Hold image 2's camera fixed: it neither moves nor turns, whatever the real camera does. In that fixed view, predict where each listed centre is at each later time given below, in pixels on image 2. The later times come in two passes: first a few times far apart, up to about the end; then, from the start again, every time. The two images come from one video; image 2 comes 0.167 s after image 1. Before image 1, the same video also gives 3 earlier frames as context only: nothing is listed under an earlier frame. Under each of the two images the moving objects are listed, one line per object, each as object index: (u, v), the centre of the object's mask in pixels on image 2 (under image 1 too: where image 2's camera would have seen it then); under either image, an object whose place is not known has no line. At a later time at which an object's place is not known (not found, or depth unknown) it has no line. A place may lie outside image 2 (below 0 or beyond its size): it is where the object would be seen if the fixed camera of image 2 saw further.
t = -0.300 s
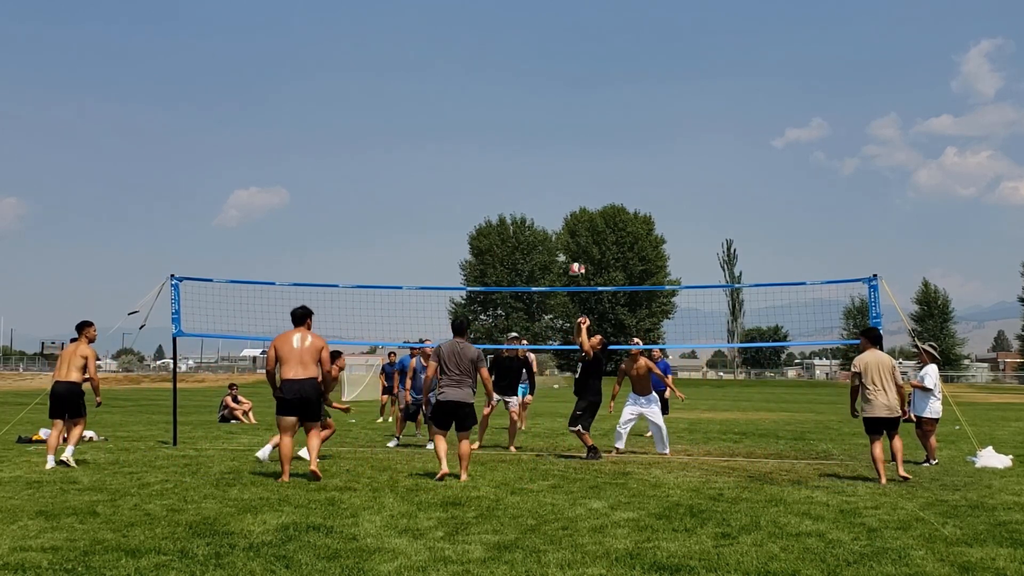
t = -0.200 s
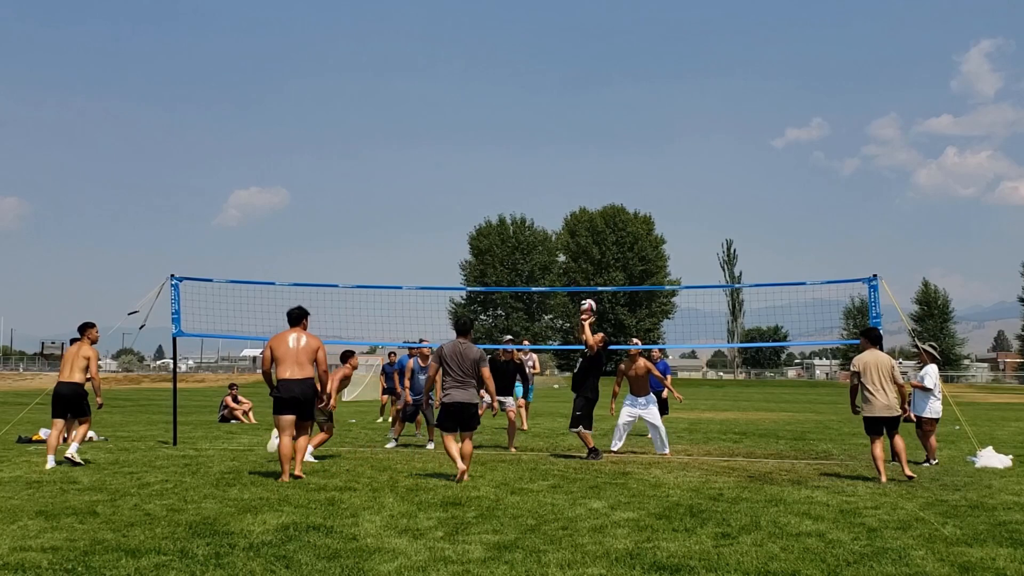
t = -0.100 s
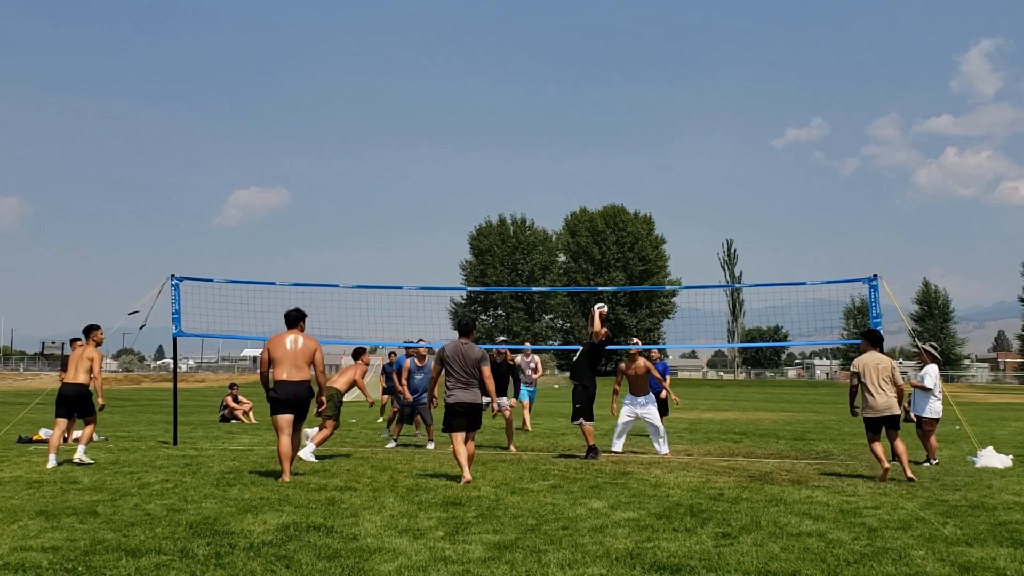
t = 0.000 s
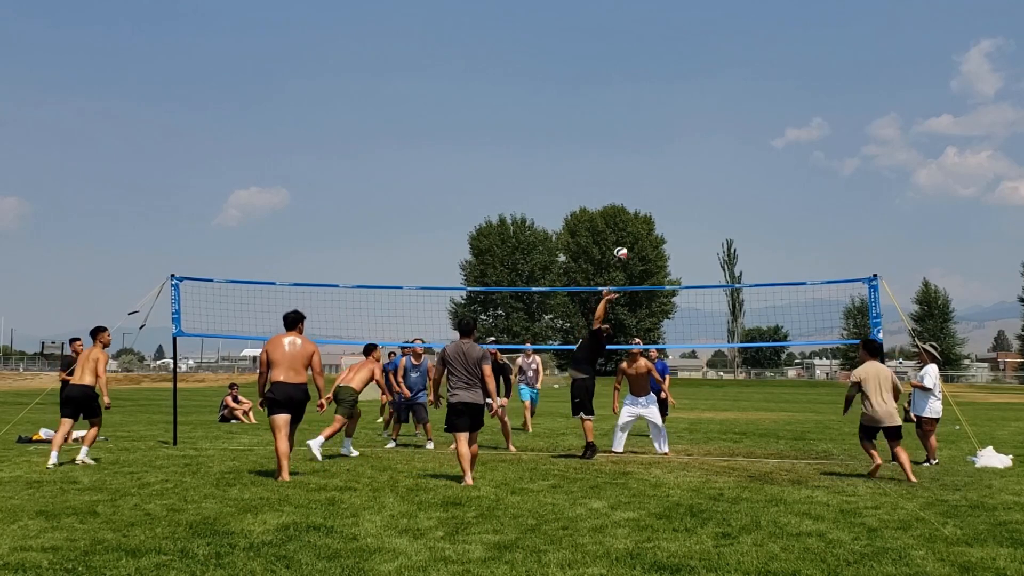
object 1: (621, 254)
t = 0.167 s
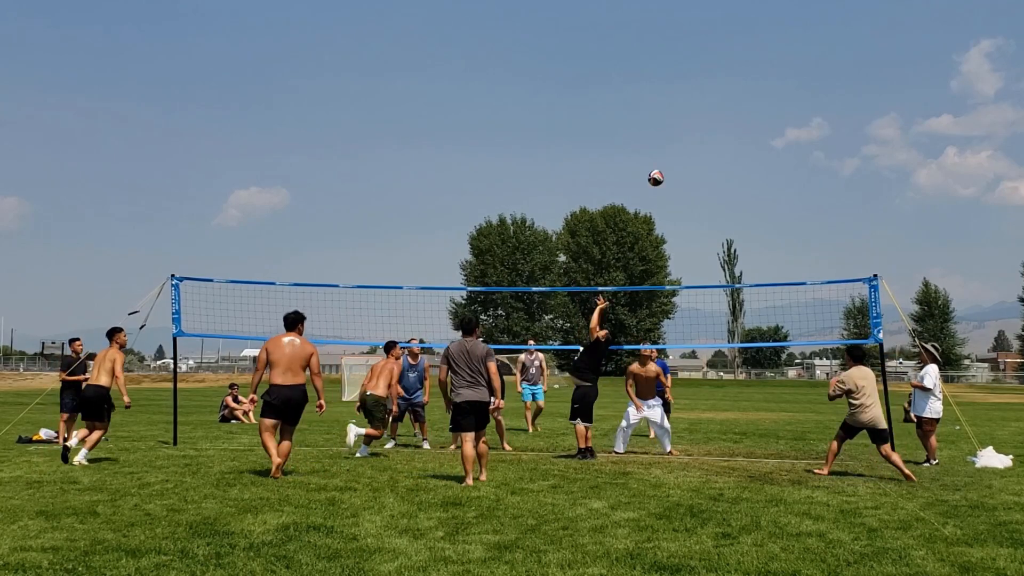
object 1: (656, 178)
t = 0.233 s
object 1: (669, 153)
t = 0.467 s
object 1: (714, 93)
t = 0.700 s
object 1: (758, 75)
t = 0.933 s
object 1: (801, 98)
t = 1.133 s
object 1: (836, 151)
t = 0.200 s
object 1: (662, 165)
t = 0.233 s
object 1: (669, 153)
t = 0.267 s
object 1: (675, 142)
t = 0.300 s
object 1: (682, 132)
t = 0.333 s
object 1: (688, 123)
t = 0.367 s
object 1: (695, 114)
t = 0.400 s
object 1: (701, 107)
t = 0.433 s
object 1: (708, 100)
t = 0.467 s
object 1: (714, 93)
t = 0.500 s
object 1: (721, 88)
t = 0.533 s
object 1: (727, 84)
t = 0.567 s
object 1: (733, 81)
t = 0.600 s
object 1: (739, 78)
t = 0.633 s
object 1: (746, 76)
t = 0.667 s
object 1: (752, 75)
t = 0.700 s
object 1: (758, 75)
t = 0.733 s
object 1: (764, 76)
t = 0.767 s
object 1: (770, 77)
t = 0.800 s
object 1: (776, 80)
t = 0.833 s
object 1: (782, 83)
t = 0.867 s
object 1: (788, 87)
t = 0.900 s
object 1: (794, 92)
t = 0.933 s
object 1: (801, 98)
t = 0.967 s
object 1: (806, 104)
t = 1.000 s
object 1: (812, 112)
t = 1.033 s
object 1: (819, 120)
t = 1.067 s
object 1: (825, 130)
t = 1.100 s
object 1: (830, 140)
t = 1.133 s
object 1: (836, 151)
